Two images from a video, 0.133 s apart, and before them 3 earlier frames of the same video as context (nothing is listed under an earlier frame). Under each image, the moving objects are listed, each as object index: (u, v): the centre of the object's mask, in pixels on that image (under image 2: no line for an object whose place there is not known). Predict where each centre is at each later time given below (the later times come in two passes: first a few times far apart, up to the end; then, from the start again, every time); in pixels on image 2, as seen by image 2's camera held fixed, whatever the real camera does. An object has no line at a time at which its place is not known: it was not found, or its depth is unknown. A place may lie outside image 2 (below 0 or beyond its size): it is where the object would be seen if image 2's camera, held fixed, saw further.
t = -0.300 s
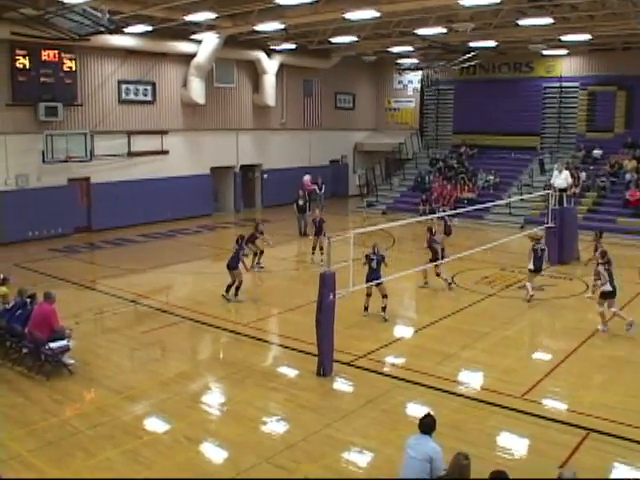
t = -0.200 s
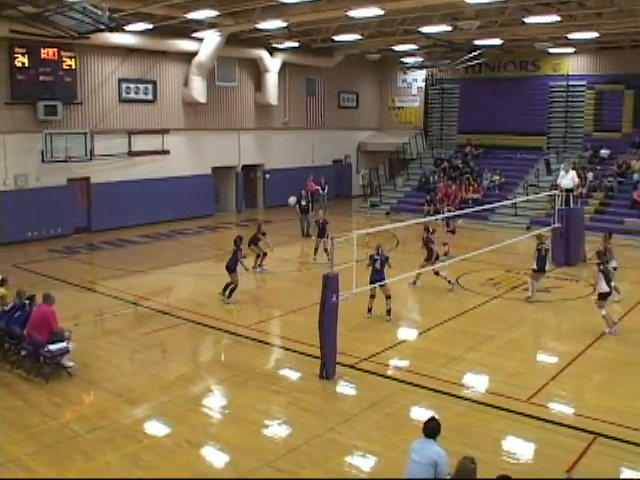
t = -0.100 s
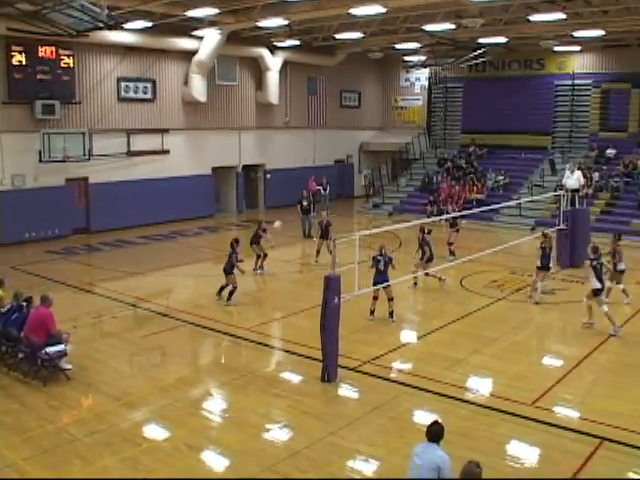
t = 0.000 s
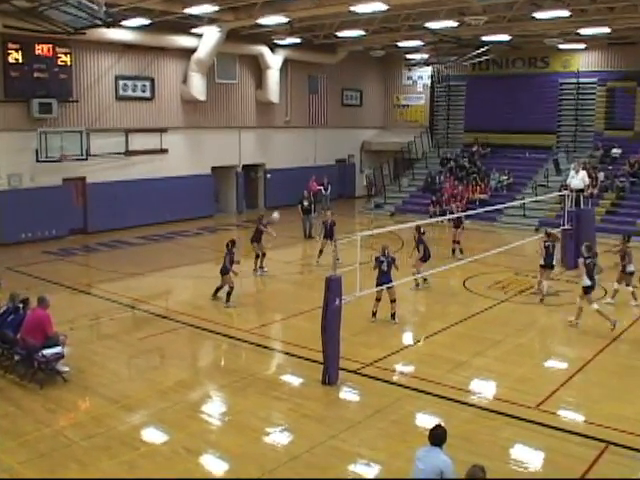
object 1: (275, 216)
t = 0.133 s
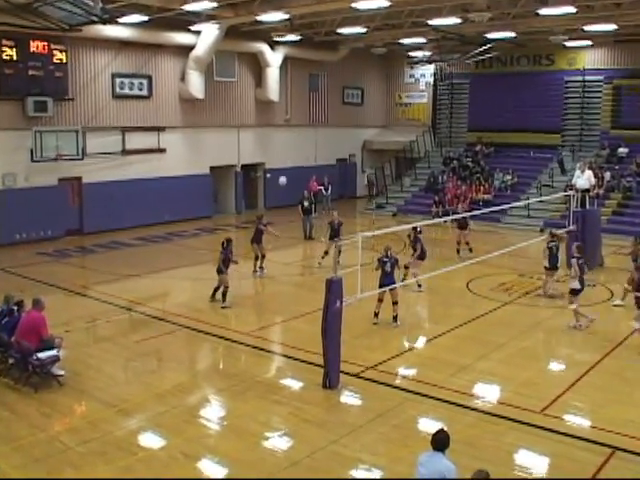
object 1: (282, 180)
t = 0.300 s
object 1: (291, 140)
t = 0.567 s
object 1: (306, 97)
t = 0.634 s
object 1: (309, 91)
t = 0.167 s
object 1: (284, 171)
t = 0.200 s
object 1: (286, 163)
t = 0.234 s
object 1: (287, 154)
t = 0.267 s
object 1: (289, 147)
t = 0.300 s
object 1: (291, 140)
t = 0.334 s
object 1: (292, 133)
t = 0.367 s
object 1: (293, 126)
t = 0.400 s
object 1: (296, 121)
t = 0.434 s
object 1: (298, 116)
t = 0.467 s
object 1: (300, 110)
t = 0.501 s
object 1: (301, 106)
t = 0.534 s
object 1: (304, 102)
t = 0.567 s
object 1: (306, 97)
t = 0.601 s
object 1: (308, 94)
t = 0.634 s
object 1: (309, 91)
